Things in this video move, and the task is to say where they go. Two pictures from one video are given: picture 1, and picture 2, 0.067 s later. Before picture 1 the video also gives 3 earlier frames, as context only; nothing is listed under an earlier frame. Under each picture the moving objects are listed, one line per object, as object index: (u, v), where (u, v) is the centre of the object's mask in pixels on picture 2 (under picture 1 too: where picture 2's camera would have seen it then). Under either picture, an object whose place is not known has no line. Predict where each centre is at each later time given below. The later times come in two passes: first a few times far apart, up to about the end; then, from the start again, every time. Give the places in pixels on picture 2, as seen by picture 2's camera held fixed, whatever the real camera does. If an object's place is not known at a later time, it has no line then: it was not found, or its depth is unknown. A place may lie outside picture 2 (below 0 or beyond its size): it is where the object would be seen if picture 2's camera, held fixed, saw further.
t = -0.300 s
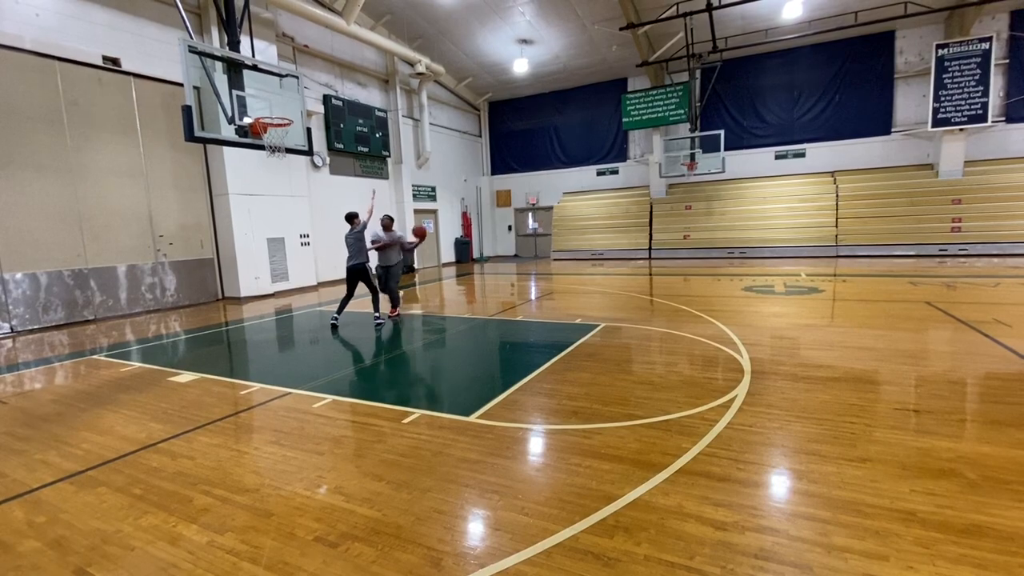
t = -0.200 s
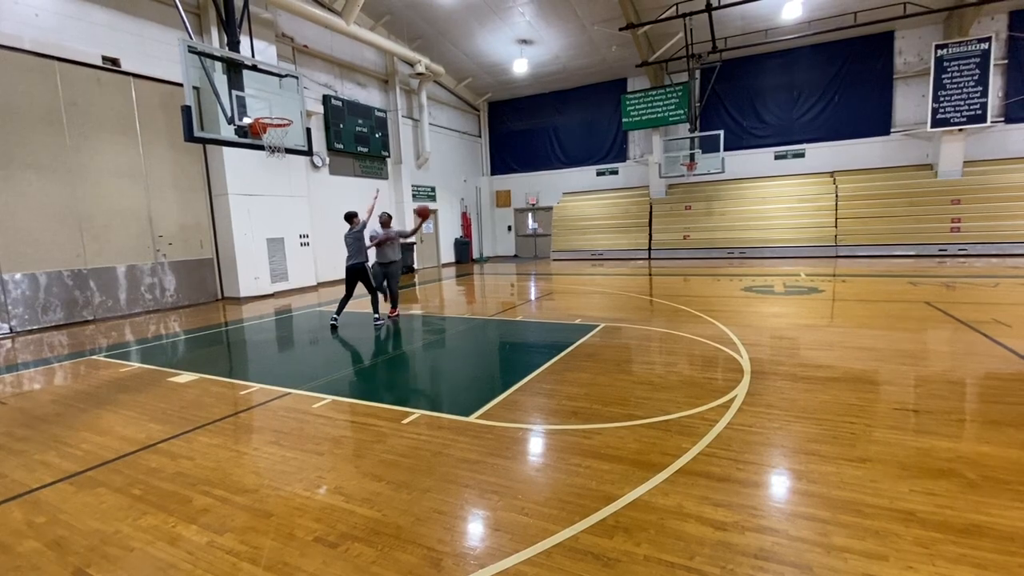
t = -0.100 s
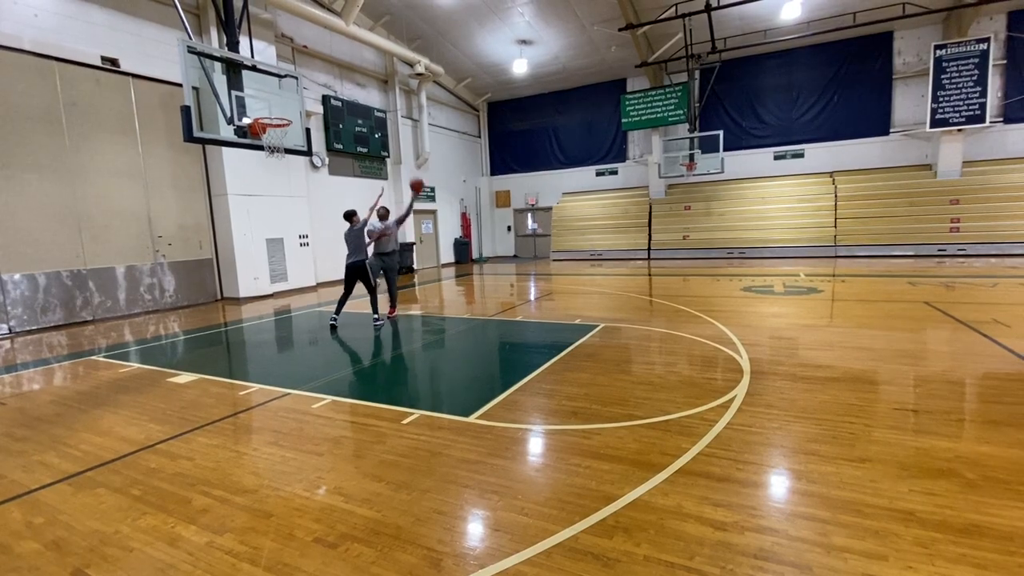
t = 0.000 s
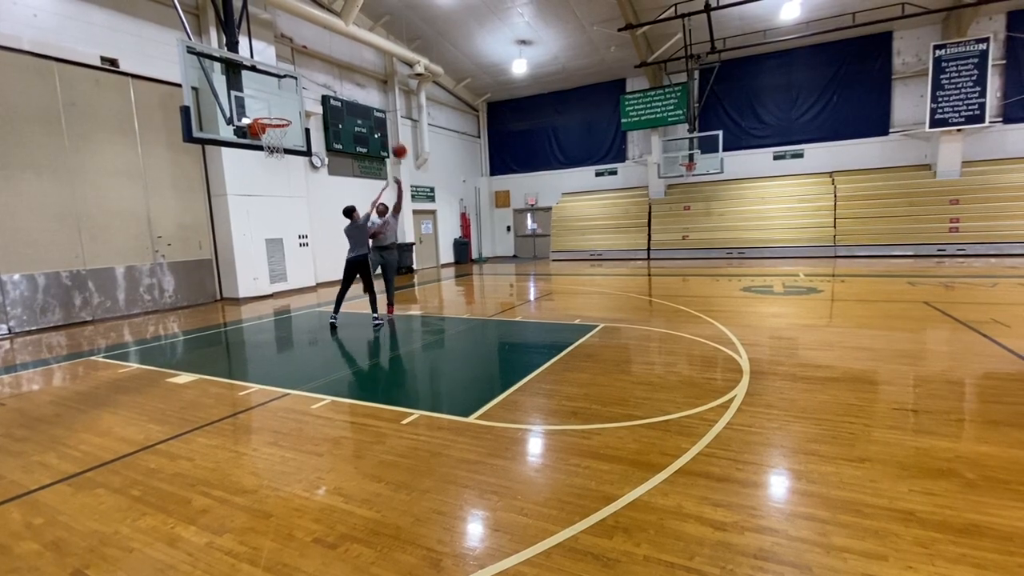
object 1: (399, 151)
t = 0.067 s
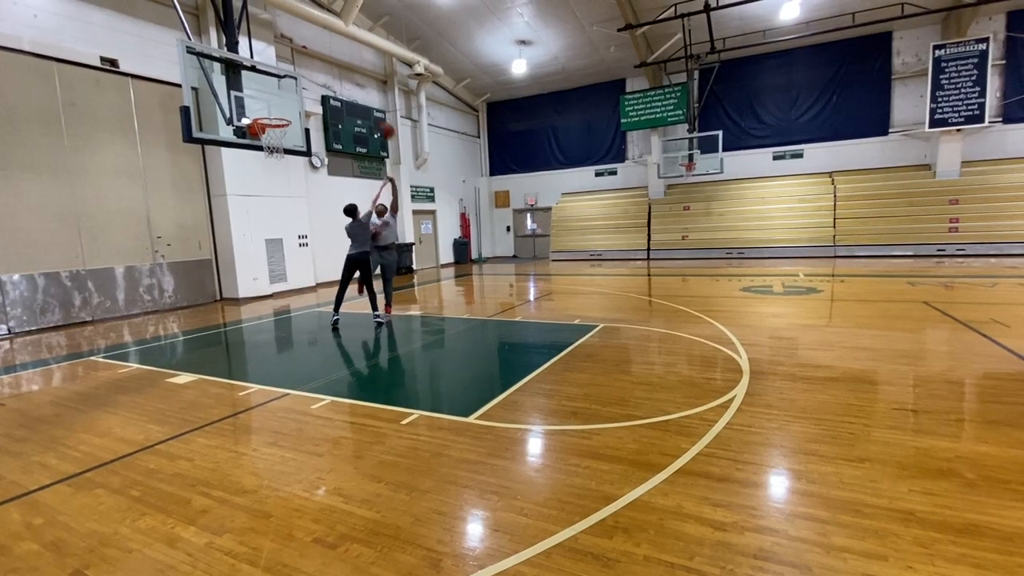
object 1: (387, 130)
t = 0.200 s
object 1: (362, 97)
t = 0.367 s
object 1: (331, 69)
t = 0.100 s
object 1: (381, 120)
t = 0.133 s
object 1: (376, 112)
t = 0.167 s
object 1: (368, 104)
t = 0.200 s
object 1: (362, 97)
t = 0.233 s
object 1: (356, 90)
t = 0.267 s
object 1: (350, 83)
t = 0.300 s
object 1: (344, 78)
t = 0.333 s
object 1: (337, 73)
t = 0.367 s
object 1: (331, 69)
